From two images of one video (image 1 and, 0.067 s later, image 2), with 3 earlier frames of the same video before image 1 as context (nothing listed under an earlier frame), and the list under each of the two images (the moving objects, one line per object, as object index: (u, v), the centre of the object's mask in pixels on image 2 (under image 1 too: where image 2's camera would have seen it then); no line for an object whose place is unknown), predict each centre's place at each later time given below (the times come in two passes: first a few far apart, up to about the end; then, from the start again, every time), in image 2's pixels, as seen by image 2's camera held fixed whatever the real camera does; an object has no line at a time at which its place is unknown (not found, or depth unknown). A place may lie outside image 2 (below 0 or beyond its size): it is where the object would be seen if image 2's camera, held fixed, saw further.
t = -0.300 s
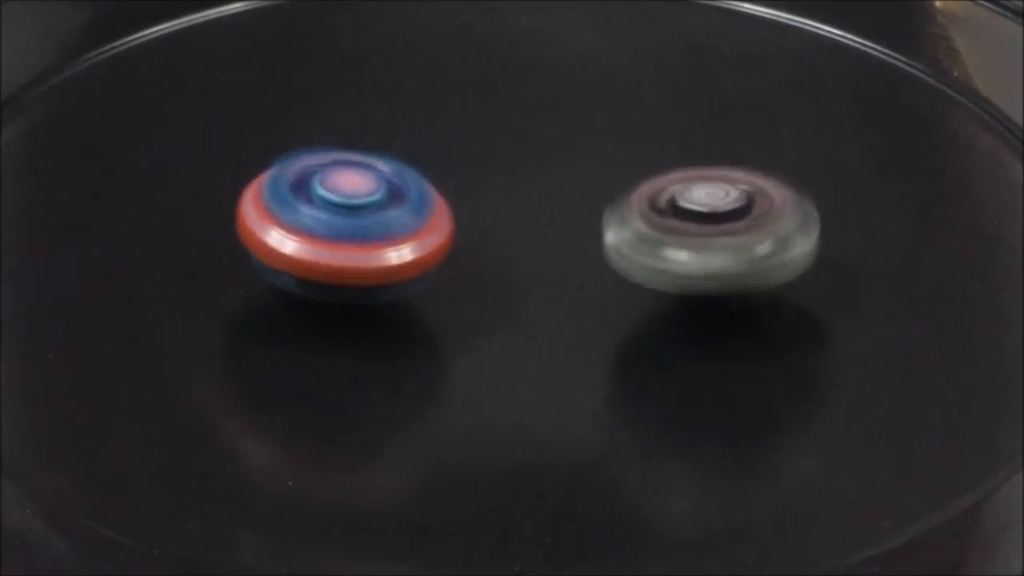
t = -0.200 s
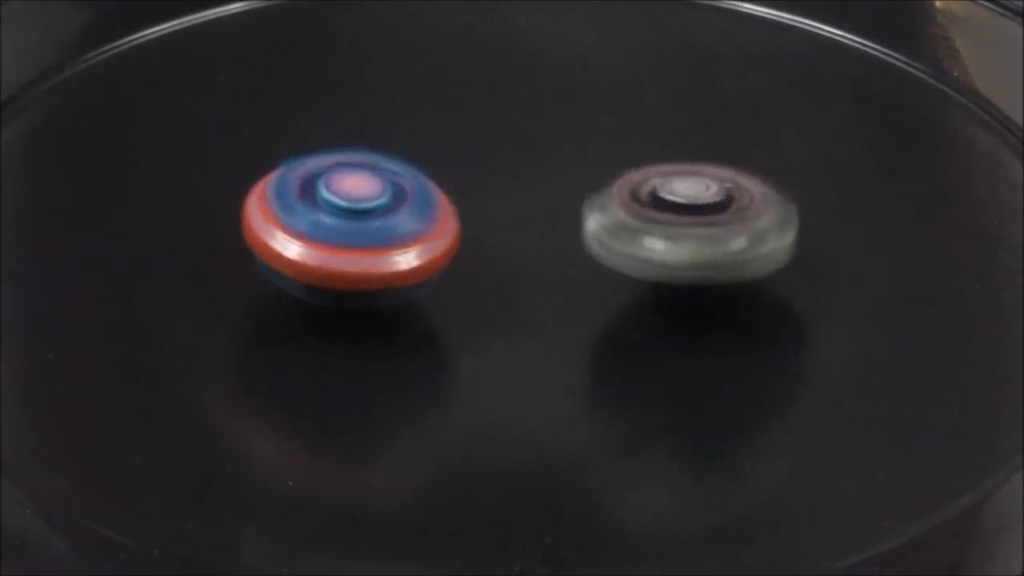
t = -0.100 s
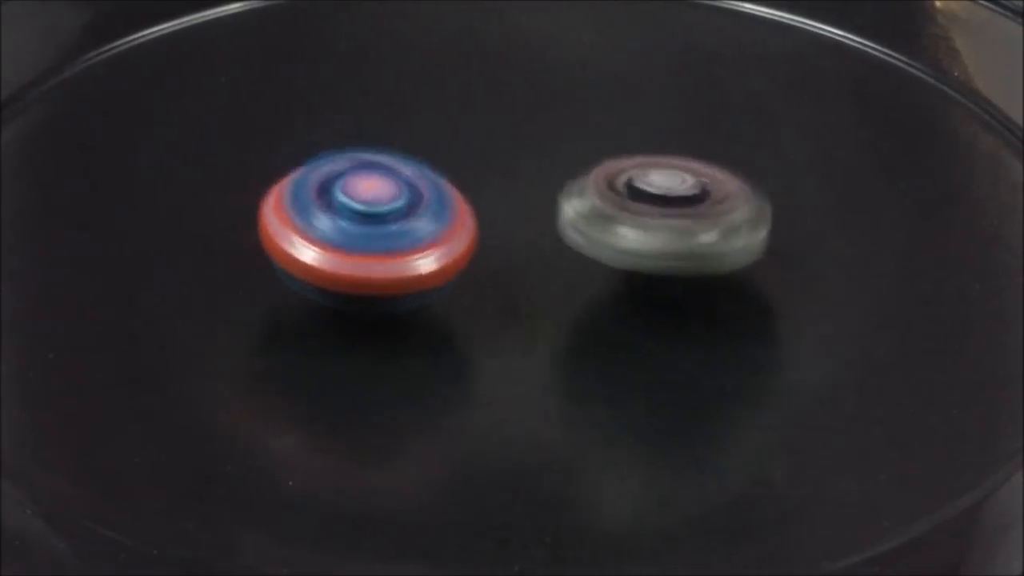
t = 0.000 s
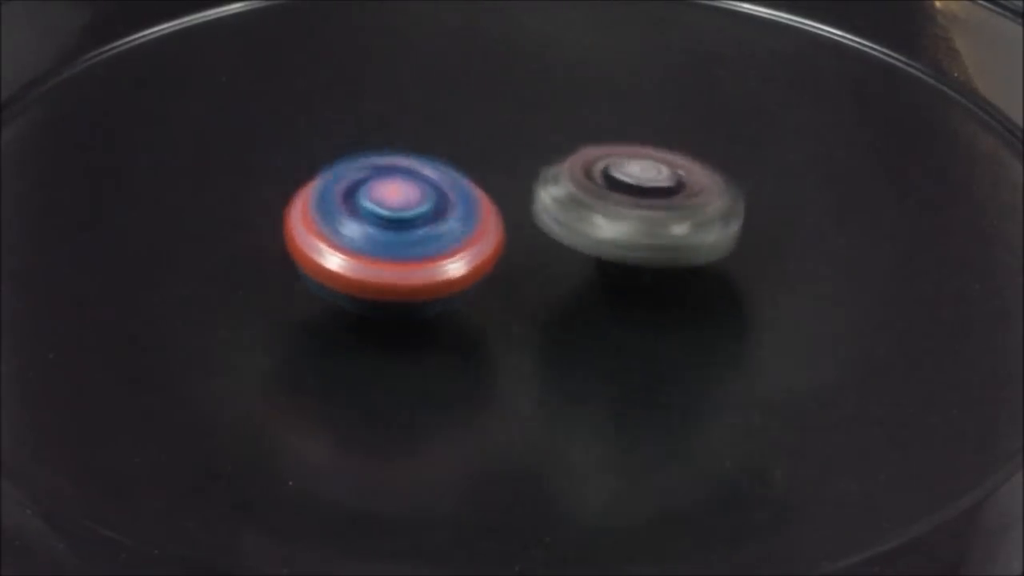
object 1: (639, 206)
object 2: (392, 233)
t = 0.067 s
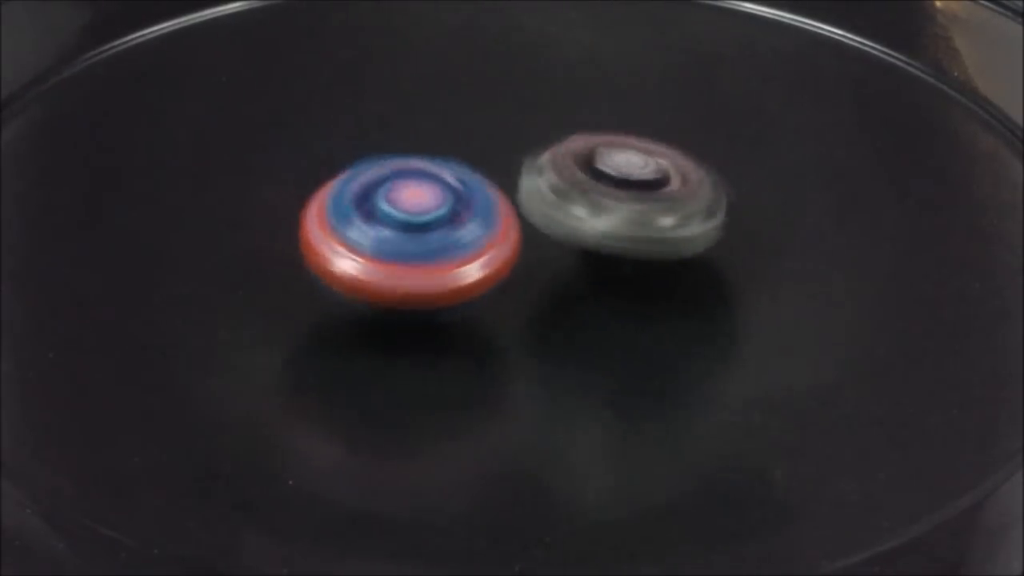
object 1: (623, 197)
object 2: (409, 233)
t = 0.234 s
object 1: (712, 148)
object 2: (350, 251)
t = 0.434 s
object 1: (699, 125)
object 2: (388, 272)
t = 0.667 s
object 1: (661, 126)
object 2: (451, 286)
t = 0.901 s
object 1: (586, 140)
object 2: (516, 284)
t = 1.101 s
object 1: (480, 144)
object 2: (555, 272)
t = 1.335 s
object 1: (399, 135)
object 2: (571, 250)
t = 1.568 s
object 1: (375, 130)
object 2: (553, 228)
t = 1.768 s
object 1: (349, 111)
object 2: (567, 237)
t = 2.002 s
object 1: (342, 131)
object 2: (572, 249)
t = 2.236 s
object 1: (337, 169)
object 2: (533, 250)
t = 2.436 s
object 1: (292, 185)
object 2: (510, 248)
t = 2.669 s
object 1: (247, 189)
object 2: (498, 233)
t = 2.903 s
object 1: (266, 201)
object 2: (488, 215)
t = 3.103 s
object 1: (237, 207)
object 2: (585, 212)
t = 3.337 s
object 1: (275, 243)
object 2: (607, 220)
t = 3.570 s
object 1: (314, 278)
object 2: (565, 240)
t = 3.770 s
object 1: (294, 301)
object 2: (534, 228)
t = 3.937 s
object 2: (524, 202)
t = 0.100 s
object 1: (661, 185)
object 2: (376, 236)
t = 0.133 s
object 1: (693, 176)
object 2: (353, 238)
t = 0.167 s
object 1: (709, 165)
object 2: (343, 245)
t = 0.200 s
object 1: (714, 156)
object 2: (345, 247)
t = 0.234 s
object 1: (712, 148)
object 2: (350, 251)
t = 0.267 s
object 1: (711, 143)
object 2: (355, 255)
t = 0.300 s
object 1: (709, 138)
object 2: (361, 260)
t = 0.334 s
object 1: (707, 133)
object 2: (367, 264)
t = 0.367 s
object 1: (705, 129)
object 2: (373, 266)
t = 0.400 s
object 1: (702, 126)
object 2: (380, 269)
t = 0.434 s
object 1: (699, 125)
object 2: (388, 272)
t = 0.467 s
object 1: (696, 123)
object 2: (396, 276)
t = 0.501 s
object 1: (691, 122)
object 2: (405, 279)
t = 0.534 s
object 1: (687, 122)
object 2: (414, 279)
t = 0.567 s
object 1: (682, 121)
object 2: (422, 281)
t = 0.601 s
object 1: (677, 123)
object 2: (433, 284)
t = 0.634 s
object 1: (670, 124)
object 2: (441, 285)
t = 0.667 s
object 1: (661, 126)
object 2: (451, 286)
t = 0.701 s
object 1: (653, 127)
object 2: (461, 286)
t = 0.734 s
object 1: (644, 129)
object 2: (470, 286)
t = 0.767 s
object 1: (635, 132)
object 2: (481, 287)
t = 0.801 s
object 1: (625, 134)
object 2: (490, 287)
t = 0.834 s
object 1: (612, 136)
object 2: (499, 286)
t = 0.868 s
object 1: (599, 138)
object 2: (509, 286)
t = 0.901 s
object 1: (586, 140)
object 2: (516, 284)
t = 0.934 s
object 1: (570, 141)
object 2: (524, 283)
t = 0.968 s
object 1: (553, 143)
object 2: (532, 280)
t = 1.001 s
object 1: (536, 143)
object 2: (538, 279)
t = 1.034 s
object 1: (517, 145)
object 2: (545, 277)
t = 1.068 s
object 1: (499, 144)
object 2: (549, 274)
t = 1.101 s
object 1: (480, 144)
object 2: (555, 272)
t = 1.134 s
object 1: (463, 144)
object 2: (559, 269)
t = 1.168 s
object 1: (450, 142)
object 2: (563, 265)
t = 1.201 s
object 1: (436, 141)
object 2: (566, 263)
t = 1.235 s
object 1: (426, 140)
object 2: (568, 258)
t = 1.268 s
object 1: (415, 139)
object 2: (570, 256)
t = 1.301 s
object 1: (406, 137)
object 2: (571, 253)
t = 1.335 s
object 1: (399, 135)
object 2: (571, 250)
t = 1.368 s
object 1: (392, 134)
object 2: (570, 247)
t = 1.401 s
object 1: (387, 132)
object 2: (568, 242)
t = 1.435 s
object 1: (382, 130)
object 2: (566, 239)
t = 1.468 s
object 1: (379, 130)
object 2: (564, 237)
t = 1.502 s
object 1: (377, 129)
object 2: (560, 234)
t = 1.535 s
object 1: (375, 130)
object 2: (557, 233)
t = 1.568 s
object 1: (375, 130)
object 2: (553, 228)
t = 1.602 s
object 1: (375, 130)
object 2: (549, 226)
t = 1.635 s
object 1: (374, 132)
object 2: (545, 224)
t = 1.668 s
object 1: (375, 133)
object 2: (541, 221)
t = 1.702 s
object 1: (374, 134)
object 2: (536, 218)
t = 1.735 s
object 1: (363, 123)
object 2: (554, 228)
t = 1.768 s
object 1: (349, 111)
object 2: (567, 237)
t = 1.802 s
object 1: (345, 109)
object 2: (574, 242)
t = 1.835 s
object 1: (345, 111)
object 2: (574, 243)
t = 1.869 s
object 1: (343, 115)
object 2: (575, 244)
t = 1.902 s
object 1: (343, 118)
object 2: (575, 245)
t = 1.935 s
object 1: (342, 123)
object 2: (575, 247)
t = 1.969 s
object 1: (341, 127)
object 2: (574, 247)
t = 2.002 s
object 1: (342, 131)
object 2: (572, 249)
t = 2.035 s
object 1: (341, 137)
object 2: (569, 251)
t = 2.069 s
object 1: (341, 142)
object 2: (565, 251)
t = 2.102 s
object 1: (340, 146)
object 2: (560, 251)
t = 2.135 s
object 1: (340, 152)
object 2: (555, 251)
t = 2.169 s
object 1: (339, 157)
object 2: (548, 251)
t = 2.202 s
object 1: (338, 164)
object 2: (542, 251)
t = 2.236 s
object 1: (337, 169)
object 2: (533, 250)
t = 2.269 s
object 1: (335, 175)
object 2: (526, 249)
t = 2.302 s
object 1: (333, 181)
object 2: (518, 248)
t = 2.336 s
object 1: (321, 181)
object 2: (518, 249)
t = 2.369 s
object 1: (314, 184)
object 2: (514, 249)
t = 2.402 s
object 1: (308, 186)
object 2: (507, 248)
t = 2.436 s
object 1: (292, 185)
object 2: (510, 248)
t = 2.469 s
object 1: (277, 183)
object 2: (515, 248)
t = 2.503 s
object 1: (270, 183)
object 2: (513, 247)
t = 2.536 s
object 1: (263, 185)
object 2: (508, 244)
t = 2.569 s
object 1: (258, 186)
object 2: (506, 241)
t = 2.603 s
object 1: (252, 188)
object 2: (502, 238)
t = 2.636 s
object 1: (249, 188)
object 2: (500, 236)
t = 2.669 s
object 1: (247, 189)
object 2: (498, 233)
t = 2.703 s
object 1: (247, 191)
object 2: (496, 231)
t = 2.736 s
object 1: (247, 191)
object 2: (494, 228)
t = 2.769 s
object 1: (249, 193)
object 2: (492, 226)
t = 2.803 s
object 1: (252, 194)
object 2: (490, 223)
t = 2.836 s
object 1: (256, 197)
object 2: (489, 220)
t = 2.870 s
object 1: (261, 198)
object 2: (489, 218)
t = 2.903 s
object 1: (266, 201)
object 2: (488, 215)
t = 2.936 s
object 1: (266, 204)
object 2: (494, 213)
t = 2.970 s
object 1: (235, 198)
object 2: (530, 212)
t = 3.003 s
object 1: (221, 196)
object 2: (558, 212)
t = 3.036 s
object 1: (223, 196)
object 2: (572, 214)
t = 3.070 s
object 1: (231, 202)
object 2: (577, 212)
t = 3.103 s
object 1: (237, 207)
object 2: (585, 212)
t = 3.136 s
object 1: (241, 213)
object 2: (591, 209)
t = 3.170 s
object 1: (247, 217)
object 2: (597, 210)
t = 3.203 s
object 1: (251, 223)
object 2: (601, 213)
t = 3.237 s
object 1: (258, 228)
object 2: (605, 215)
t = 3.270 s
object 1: (263, 233)
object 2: (607, 216)
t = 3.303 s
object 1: (269, 239)
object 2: (608, 219)
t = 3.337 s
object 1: (275, 243)
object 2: (607, 220)
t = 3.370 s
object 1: (282, 249)
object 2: (605, 224)
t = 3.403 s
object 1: (288, 254)
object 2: (602, 227)
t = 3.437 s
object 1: (295, 260)
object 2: (597, 231)
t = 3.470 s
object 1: (301, 264)
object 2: (592, 233)
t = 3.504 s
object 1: (305, 269)
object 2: (584, 236)
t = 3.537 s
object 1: (311, 273)
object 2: (575, 238)
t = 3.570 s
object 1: (314, 278)
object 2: (565, 240)
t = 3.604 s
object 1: (318, 282)
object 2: (555, 242)
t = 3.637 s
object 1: (322, 286)
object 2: (544, 243)
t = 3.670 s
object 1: (325, 290)
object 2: (534, 243)
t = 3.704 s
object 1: (327, 292)
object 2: (523, 240)
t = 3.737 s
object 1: (310, 298)
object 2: (523, 235)
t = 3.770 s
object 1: (294, 301)
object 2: (534, 228)
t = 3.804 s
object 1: (290, 302)
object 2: (536, 223)
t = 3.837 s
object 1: (292, 303)
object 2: (533, 217)
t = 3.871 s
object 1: (292, 306)
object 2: (530, 213)
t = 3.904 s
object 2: (525, 207)
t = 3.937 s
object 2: (524, 202)
